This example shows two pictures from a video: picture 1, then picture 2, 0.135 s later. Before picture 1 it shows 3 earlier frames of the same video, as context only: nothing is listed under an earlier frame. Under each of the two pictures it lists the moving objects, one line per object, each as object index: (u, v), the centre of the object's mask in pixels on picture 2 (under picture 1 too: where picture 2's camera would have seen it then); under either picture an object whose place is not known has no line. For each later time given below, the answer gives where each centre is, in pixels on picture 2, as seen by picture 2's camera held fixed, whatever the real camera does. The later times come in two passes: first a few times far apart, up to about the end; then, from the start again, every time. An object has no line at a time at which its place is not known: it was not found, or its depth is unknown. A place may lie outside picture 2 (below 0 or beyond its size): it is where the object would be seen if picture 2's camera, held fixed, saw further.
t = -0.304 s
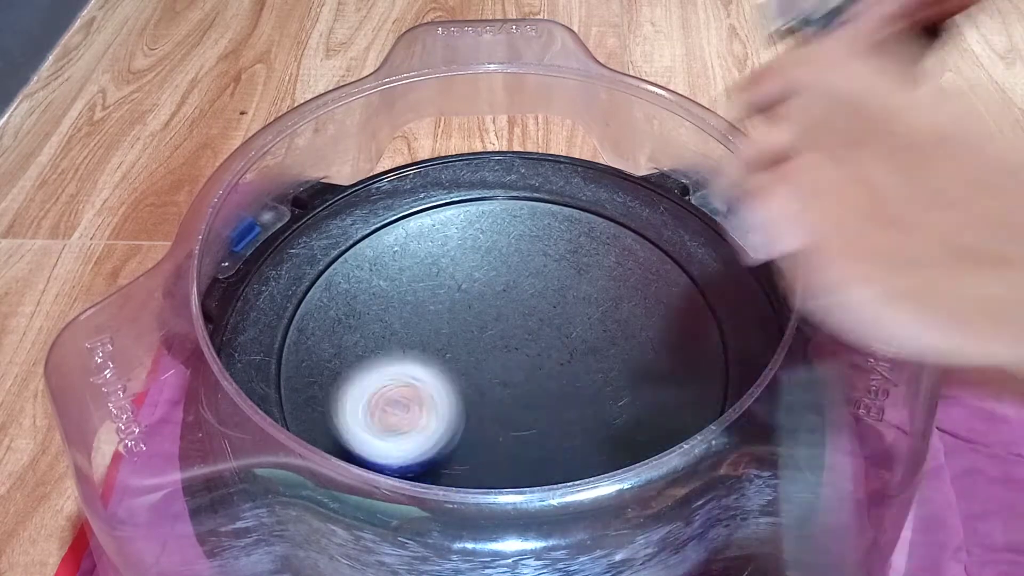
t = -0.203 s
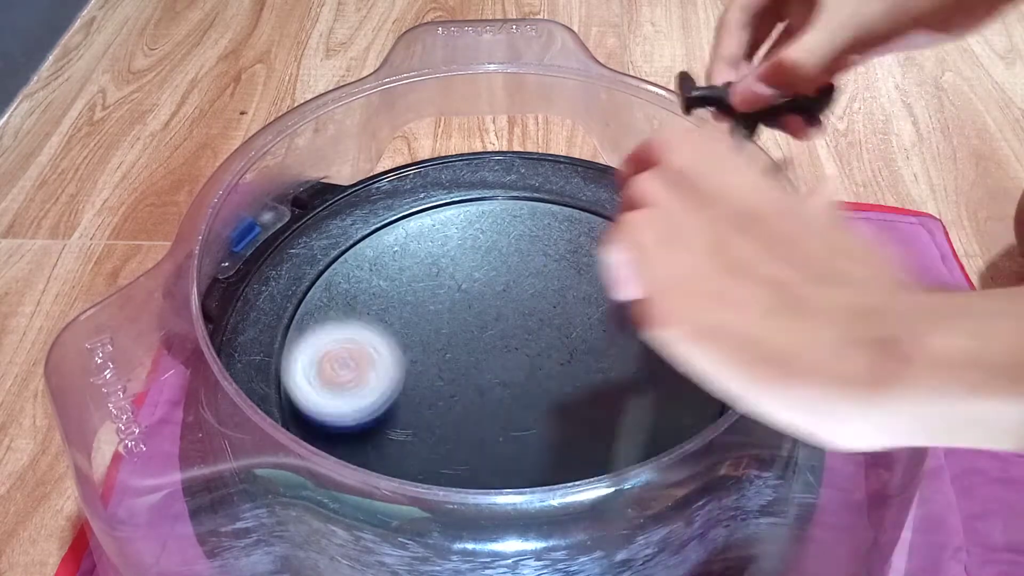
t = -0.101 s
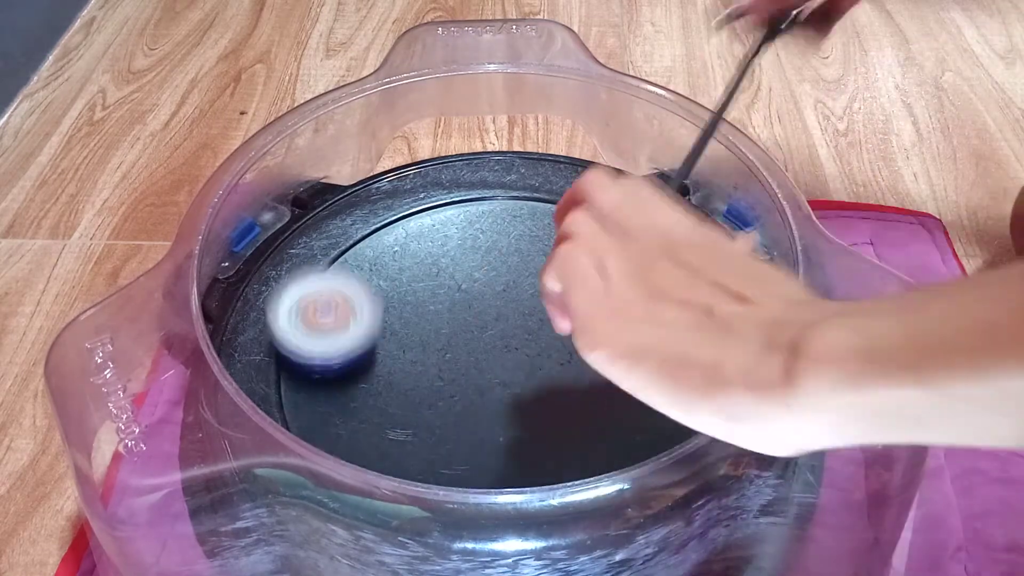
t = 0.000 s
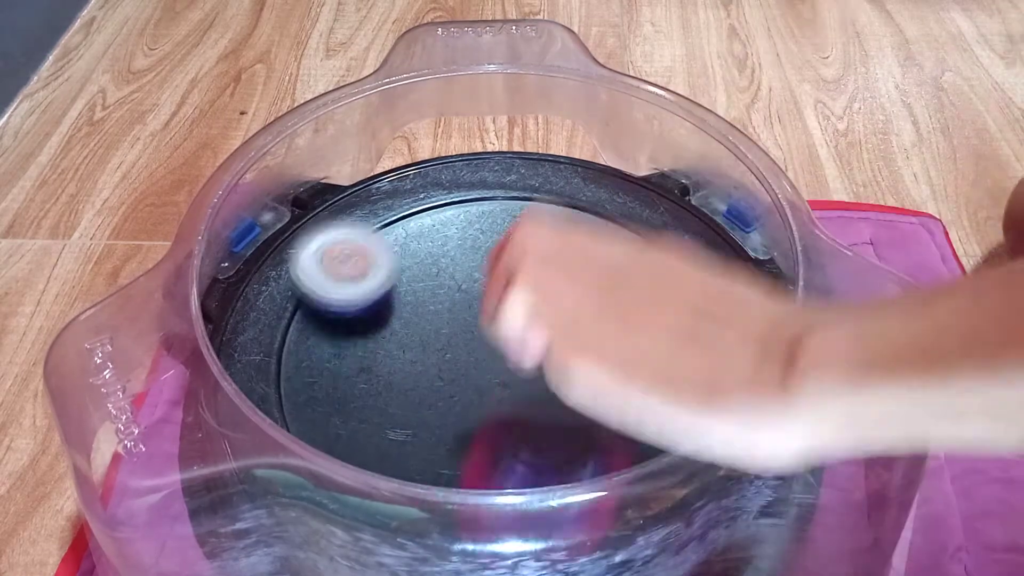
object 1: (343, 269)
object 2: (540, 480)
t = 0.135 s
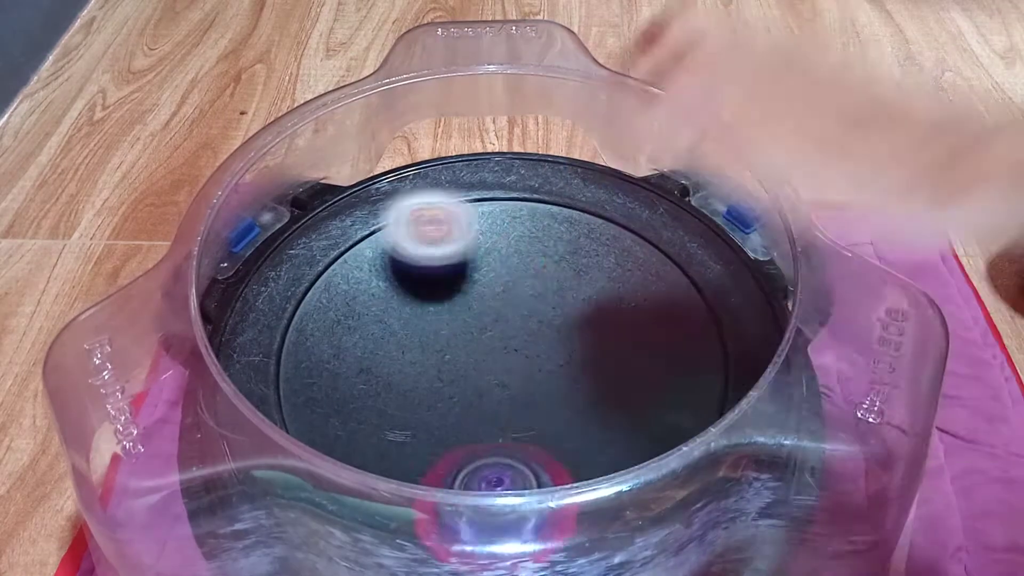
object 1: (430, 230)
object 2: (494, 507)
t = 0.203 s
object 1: (485, 234)
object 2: (506, 484)
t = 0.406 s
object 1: (596, 316)
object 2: (483, 369)
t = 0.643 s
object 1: (563, 438)
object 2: (356, 319)
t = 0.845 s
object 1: (422, 474)
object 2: (336, 395)
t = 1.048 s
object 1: (535, 468)
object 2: (364, 267)
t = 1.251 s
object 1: (525, 399)
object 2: (456, 285)
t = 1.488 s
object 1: (595, 351)
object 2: (477, 277)
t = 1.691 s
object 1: (623, 373)
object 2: (478, 303)
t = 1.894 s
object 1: (547, 399)
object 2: (537, 297)
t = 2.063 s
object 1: (476, 362)
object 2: (536, 276)
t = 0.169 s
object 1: (458, 229)
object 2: (499, 492)
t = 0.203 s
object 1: (485, 234)
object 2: (506, 484)
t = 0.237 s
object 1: (510, 242)
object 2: (515, 470)
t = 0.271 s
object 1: (533, 252)
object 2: (521, 446)
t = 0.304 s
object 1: (552, 265)
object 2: (521, 434)
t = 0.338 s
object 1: (570, 282)
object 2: (513, 412)
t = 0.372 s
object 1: (584, 298)
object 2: (500, 391)
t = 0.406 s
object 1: (596, 316)
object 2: (483, 369)
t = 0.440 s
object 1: (603, 335)
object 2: (463, 351)
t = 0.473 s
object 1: (607, 354)
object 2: (443, 336)
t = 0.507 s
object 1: (606, 375)
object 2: (422, 325)
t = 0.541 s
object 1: (601, 396)
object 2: (404, 317)
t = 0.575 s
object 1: (592, 415)
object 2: (385, 314)
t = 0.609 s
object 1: (579, 428)
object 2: (369, 314)
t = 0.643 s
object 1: (563, 438)
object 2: (356, 319)
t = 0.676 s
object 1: (542, 449)
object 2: (346, 327)
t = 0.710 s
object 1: (518, 466)
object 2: (338, 339)
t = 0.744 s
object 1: (493, 471)
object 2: (332, 353)
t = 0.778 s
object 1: (466, 472)
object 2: (330, 369)
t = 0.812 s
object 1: (440, 470)
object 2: (333, 389)
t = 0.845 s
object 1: (422, 474)
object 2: (336, 395)
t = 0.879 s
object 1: (437, 513)
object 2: (330, 373)
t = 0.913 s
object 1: (465, 531)
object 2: (327, 343)
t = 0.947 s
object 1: (493, 531)
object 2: (331, 317)
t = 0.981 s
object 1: (514, 521)
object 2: (338, 295)
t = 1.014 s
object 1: (529, 512)
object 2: (350, 278)
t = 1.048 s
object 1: (535, 468)
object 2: (364, 267)
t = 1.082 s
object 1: (538, 460)
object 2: (378, 260)
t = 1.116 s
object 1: (538, 450)
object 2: (398, 260)
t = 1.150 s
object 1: (534, 441)
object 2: (414, 264)
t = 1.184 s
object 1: (529, 430)
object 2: (430, 270)
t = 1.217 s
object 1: (525, 413)
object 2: (444, 277)
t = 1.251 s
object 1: (525, 399)
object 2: (456, 285)
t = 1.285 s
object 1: (528, 384)
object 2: (466, 292)
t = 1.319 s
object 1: (534, 370)
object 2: (471, 296)
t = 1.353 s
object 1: (543, 359)
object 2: (475, 297)
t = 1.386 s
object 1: (557, 354)
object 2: (480, 292)
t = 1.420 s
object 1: (570, 352)
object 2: (482, 286)
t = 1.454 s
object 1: (582, 351)
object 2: (480, 281)
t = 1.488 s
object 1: (595, 351)
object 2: (477, 277)
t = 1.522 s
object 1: (606, 351)
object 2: (473, 277)
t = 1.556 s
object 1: (615, 354)
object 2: (469, 279)
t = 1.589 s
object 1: (622, 358)
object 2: (468, 283)
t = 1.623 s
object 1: (626, 361)
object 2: (468, 288)
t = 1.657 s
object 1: (627, 368)
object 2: (471, 296)
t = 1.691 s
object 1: (623, 373)
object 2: (478, 303)
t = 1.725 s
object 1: (614, 379)
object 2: (488, 310)
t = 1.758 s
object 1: (603, 383)
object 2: (500, 315)
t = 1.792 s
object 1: (589, 384)
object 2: (509, 316)
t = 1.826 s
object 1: (572, 385)
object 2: (519, 312)
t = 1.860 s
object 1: (560, 394)
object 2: (529, 304)
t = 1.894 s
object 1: (547, 399)
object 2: (537, 297)
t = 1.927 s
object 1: (532, 400)
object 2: (541, 293)
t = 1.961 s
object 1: (514, 393)
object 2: (543, 285)
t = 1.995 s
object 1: (499, 385)
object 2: (541, 281)
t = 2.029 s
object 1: (487, 376)
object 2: (539, 278)
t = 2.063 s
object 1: (476, 362)
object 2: (536, 276)
